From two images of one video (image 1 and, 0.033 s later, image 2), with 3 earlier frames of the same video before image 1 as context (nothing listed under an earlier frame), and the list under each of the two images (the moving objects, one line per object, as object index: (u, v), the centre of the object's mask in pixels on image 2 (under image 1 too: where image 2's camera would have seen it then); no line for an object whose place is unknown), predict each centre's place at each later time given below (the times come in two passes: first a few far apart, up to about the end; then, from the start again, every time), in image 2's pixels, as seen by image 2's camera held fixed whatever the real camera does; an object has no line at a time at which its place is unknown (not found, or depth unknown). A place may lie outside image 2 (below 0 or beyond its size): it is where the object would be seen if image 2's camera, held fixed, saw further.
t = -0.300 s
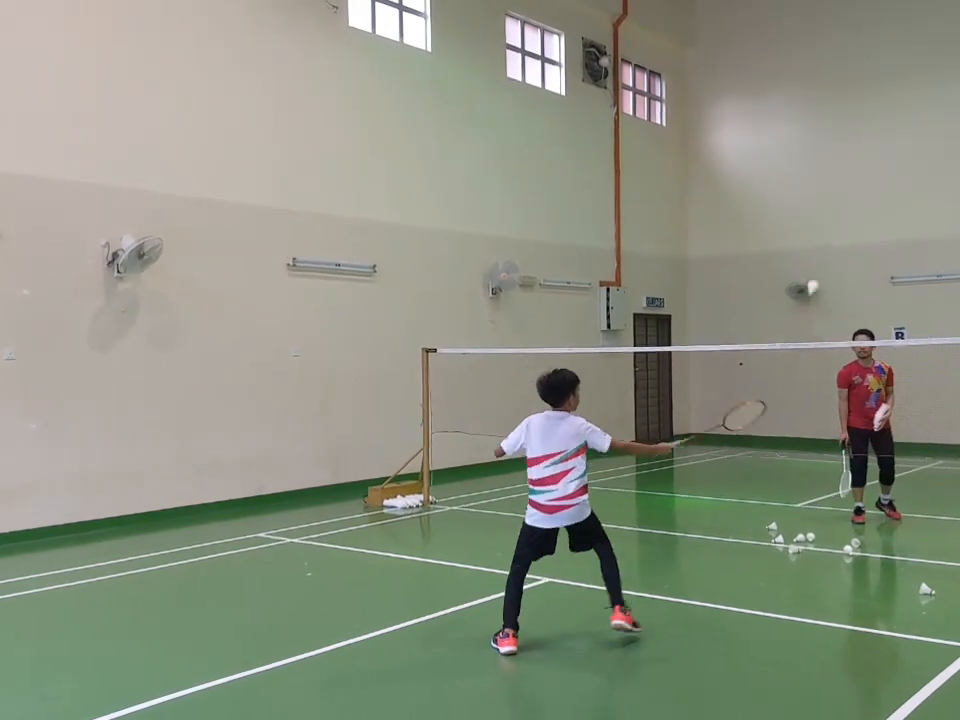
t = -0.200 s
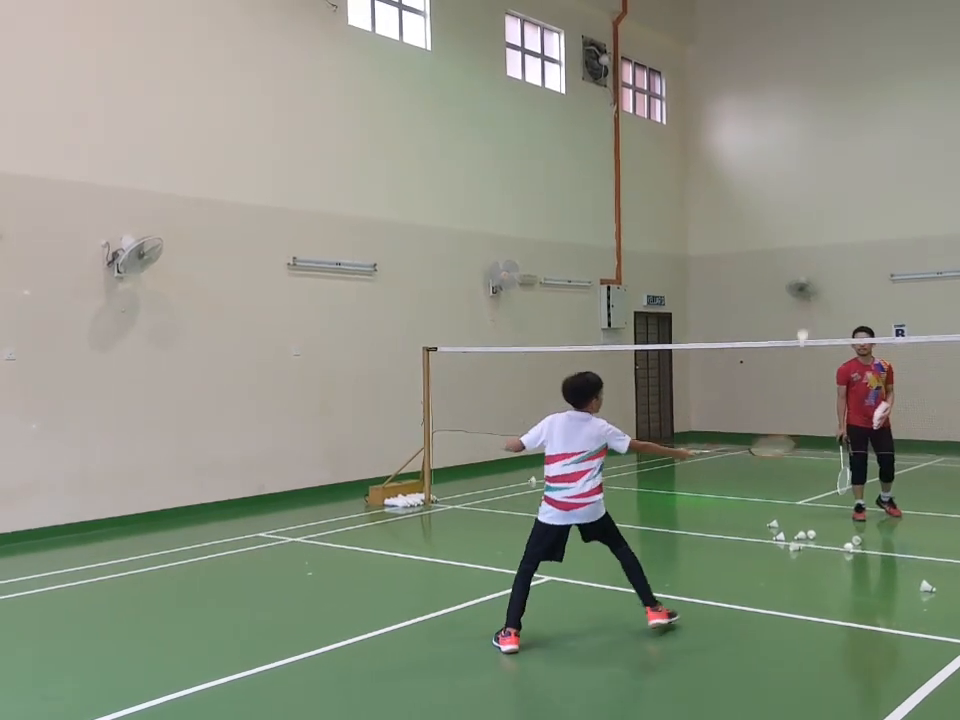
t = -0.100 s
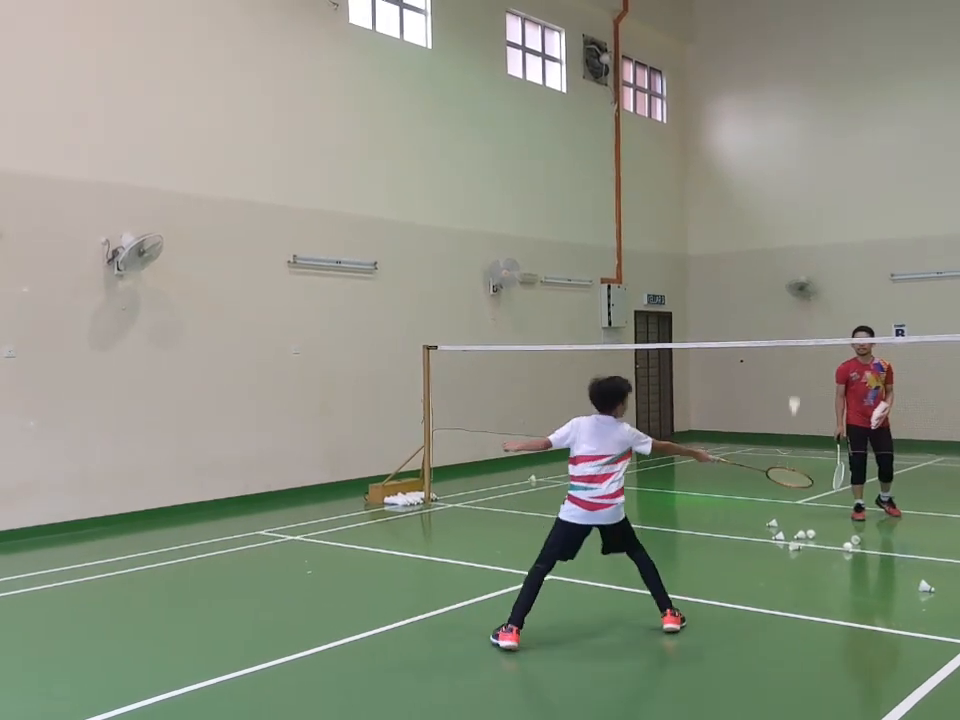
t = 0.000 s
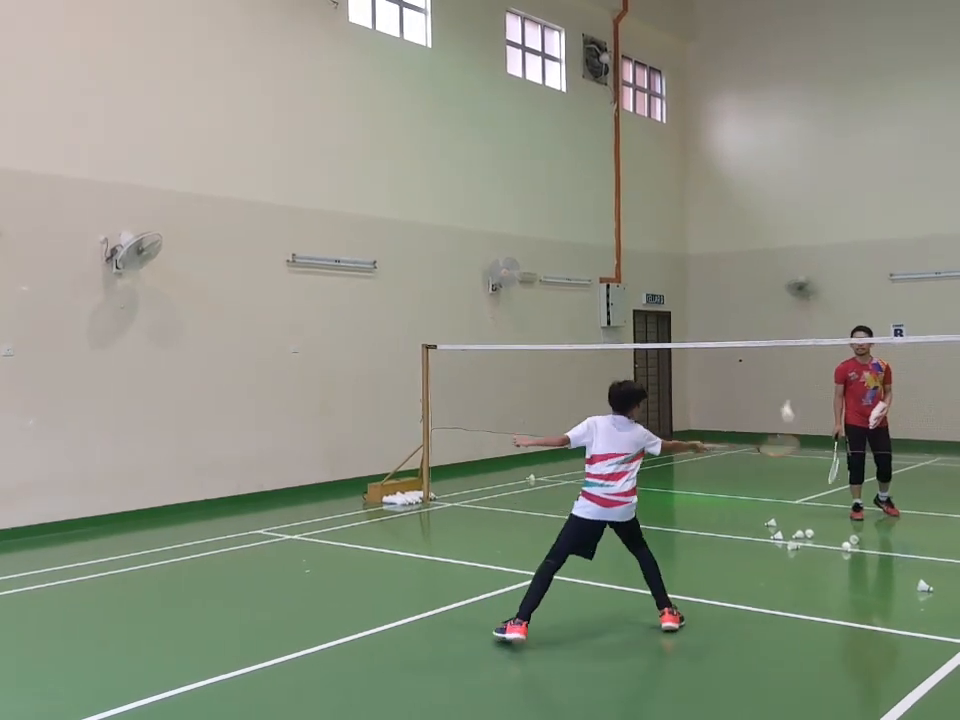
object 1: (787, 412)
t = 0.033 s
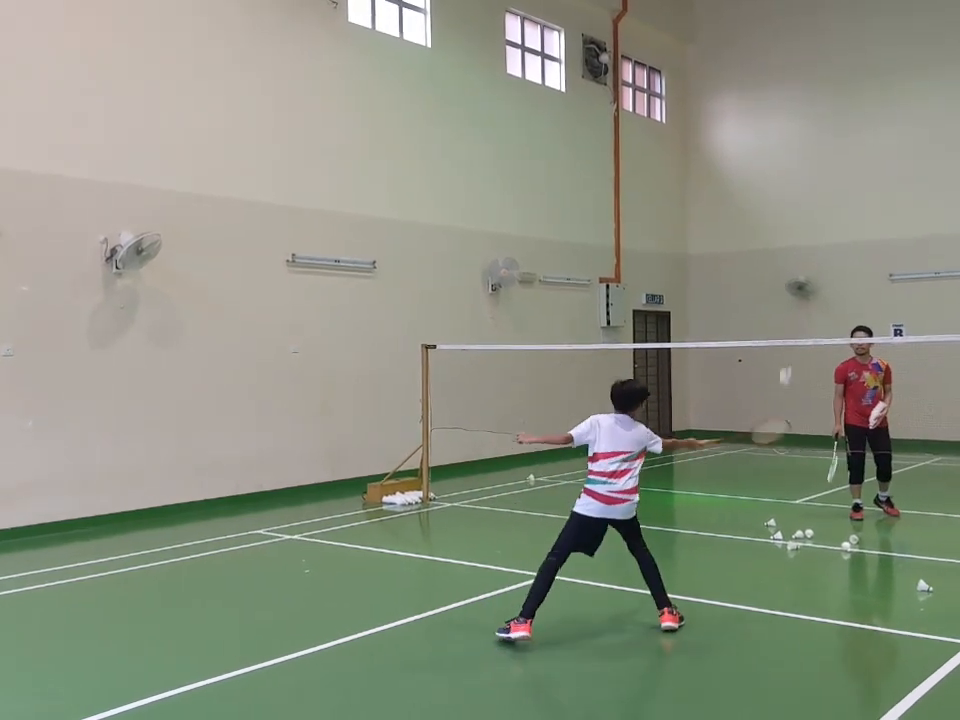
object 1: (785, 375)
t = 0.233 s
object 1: (795, 249)
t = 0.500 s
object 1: (799, 225)
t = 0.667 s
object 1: (802, 250)
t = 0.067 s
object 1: (786, 344)
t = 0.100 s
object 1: (789, 320)
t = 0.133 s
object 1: (791, 300)
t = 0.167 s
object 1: (793, 280)
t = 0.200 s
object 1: (794, 262)
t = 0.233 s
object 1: (795, 249)
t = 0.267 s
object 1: (795, 240)
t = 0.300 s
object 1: (795, 234)
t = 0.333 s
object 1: (796, 230)
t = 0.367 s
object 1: (796, 227)
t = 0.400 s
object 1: (797, 225)
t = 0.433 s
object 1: (798, 224)
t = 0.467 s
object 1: (798, 224)
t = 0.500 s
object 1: (799, 225)
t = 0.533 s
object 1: (799, 227)
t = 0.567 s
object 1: (800, 230)
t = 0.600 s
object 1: (801, 235)
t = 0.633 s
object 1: (801, 242)
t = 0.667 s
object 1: (802, 250)
